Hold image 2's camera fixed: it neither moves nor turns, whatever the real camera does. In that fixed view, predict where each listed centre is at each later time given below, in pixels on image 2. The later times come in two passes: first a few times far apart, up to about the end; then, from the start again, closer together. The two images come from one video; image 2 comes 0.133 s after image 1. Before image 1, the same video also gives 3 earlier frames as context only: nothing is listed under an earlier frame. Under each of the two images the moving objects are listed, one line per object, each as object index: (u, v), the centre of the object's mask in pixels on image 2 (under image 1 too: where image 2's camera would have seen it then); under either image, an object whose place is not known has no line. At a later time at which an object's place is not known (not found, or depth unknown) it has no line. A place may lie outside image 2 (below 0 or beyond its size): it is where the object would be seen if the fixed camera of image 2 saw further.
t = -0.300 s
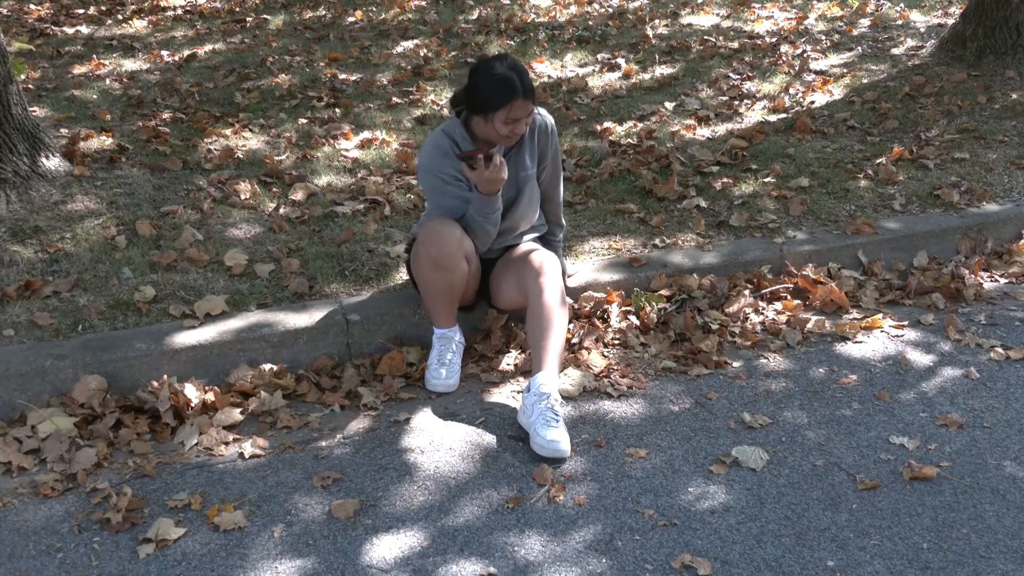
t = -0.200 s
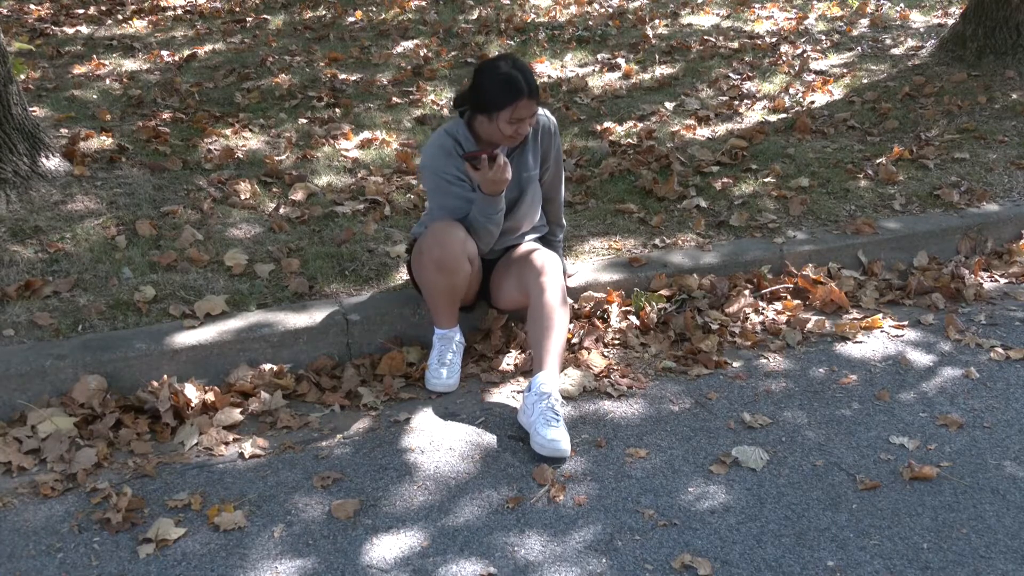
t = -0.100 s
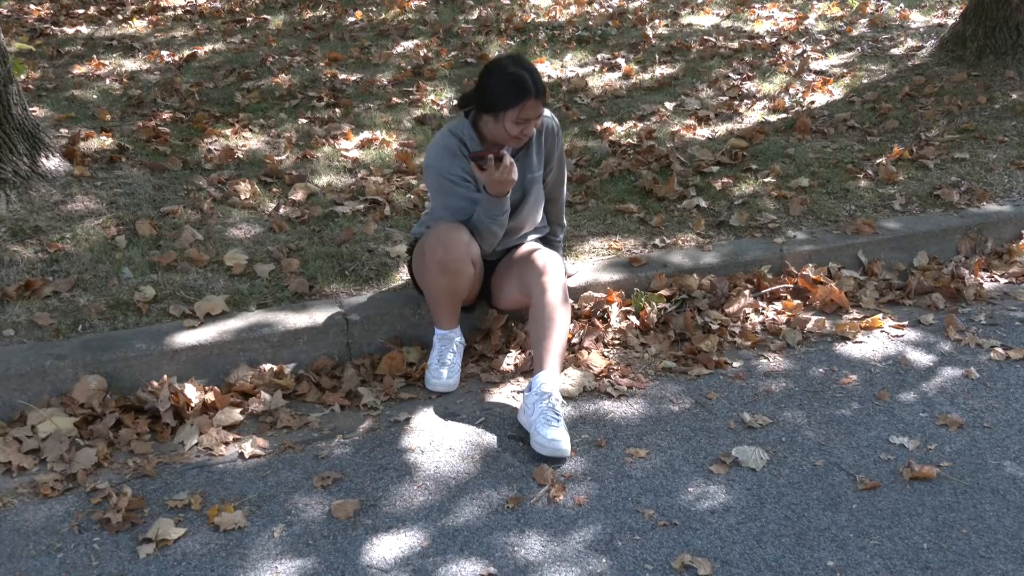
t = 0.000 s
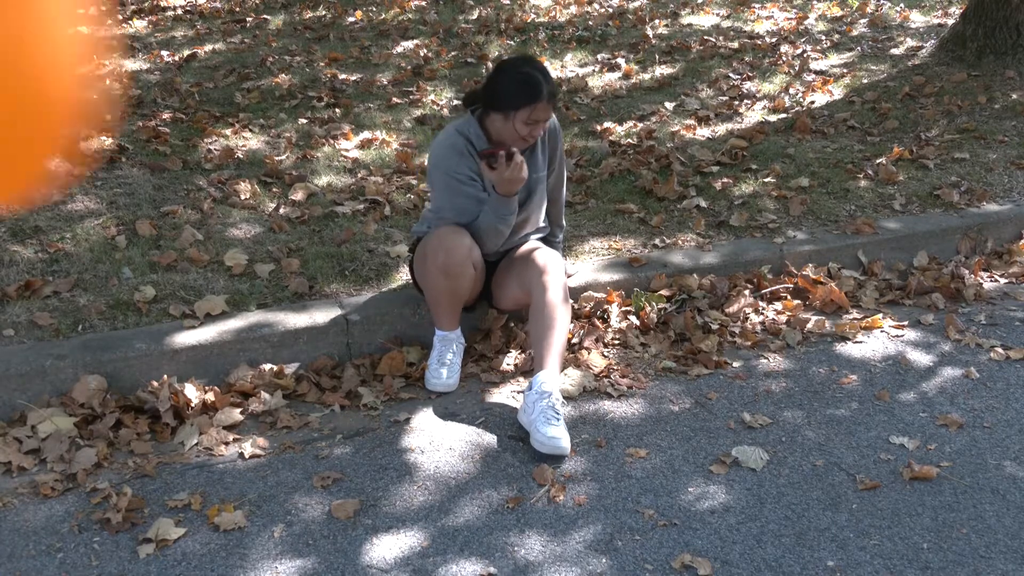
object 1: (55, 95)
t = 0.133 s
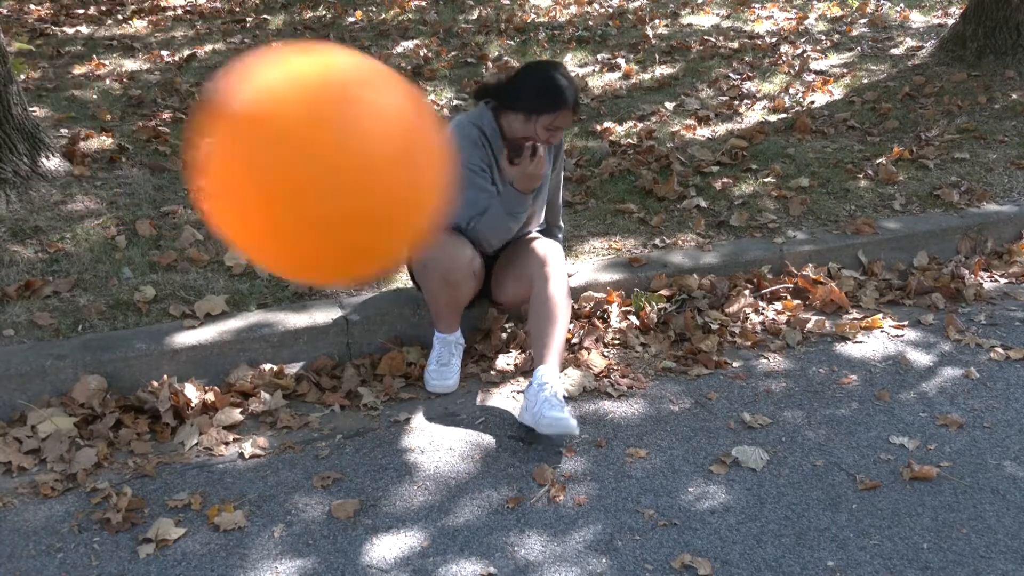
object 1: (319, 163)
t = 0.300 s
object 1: (580, 292)
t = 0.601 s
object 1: (909, 436)
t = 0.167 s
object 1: (389, 198)
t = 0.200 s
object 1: (442, 226)
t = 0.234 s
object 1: (491, 248)
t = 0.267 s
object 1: (538, 270)
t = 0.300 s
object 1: (580, 292)
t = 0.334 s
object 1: (624, 313)
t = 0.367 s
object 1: (664, 332)
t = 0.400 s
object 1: (701, 349)
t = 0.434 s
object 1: (737, 366)
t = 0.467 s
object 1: (773, 382)
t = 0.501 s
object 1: (808, 396)
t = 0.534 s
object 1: (843, 410)
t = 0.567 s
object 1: (875, 423)
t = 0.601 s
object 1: (909, 436)
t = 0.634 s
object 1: (939, 449)
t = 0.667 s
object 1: (963, 462)
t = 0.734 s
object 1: (993, 486)
